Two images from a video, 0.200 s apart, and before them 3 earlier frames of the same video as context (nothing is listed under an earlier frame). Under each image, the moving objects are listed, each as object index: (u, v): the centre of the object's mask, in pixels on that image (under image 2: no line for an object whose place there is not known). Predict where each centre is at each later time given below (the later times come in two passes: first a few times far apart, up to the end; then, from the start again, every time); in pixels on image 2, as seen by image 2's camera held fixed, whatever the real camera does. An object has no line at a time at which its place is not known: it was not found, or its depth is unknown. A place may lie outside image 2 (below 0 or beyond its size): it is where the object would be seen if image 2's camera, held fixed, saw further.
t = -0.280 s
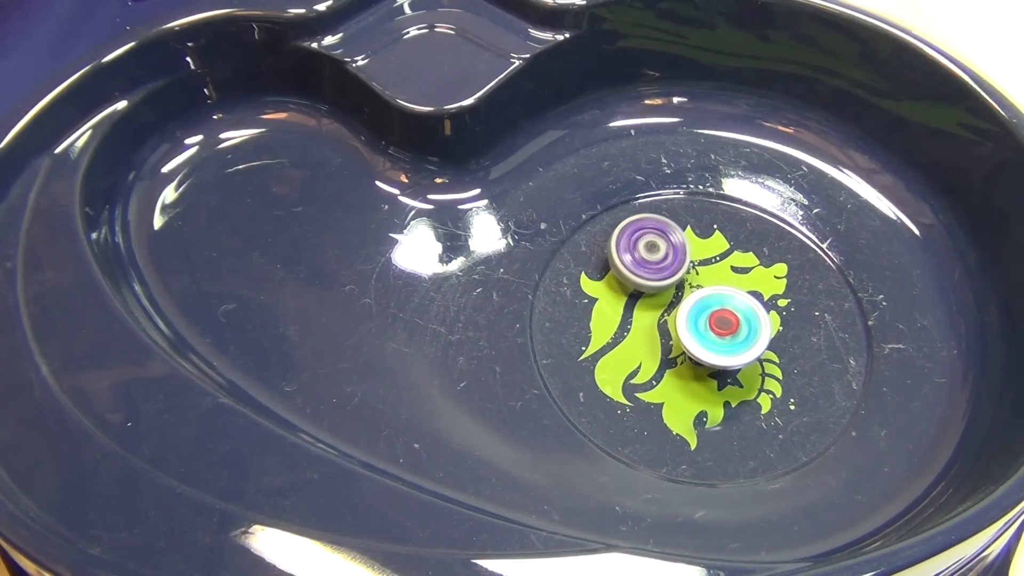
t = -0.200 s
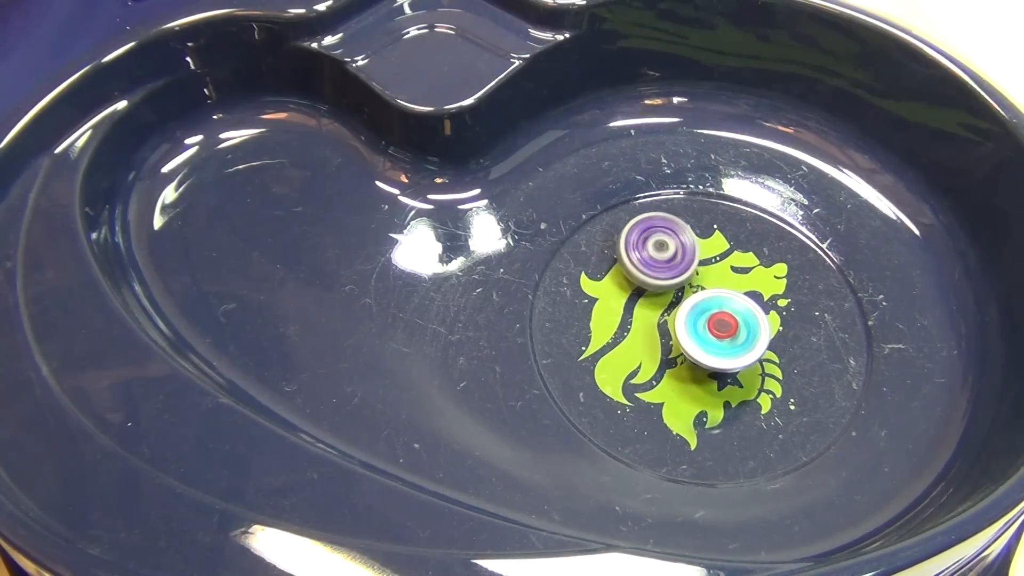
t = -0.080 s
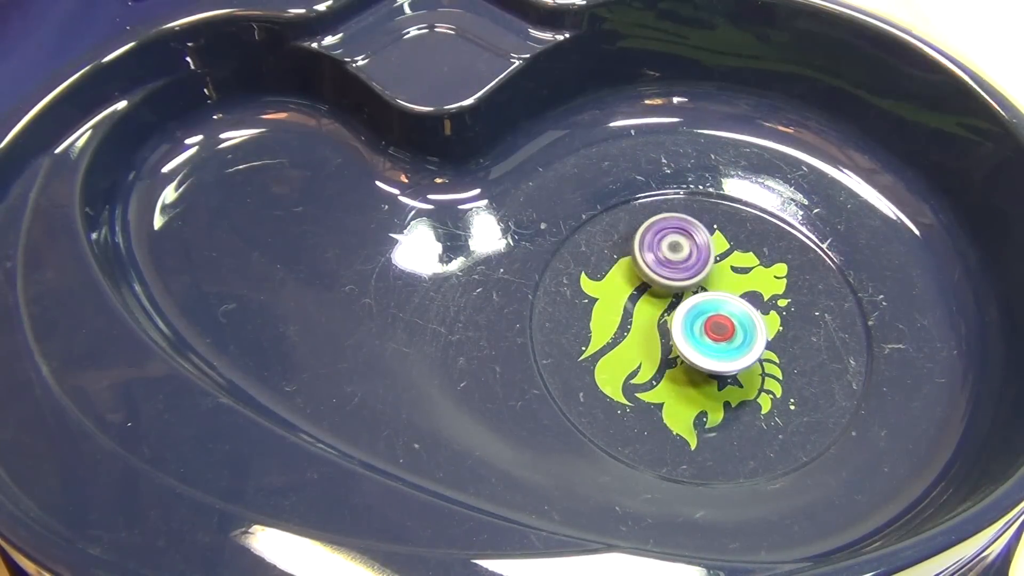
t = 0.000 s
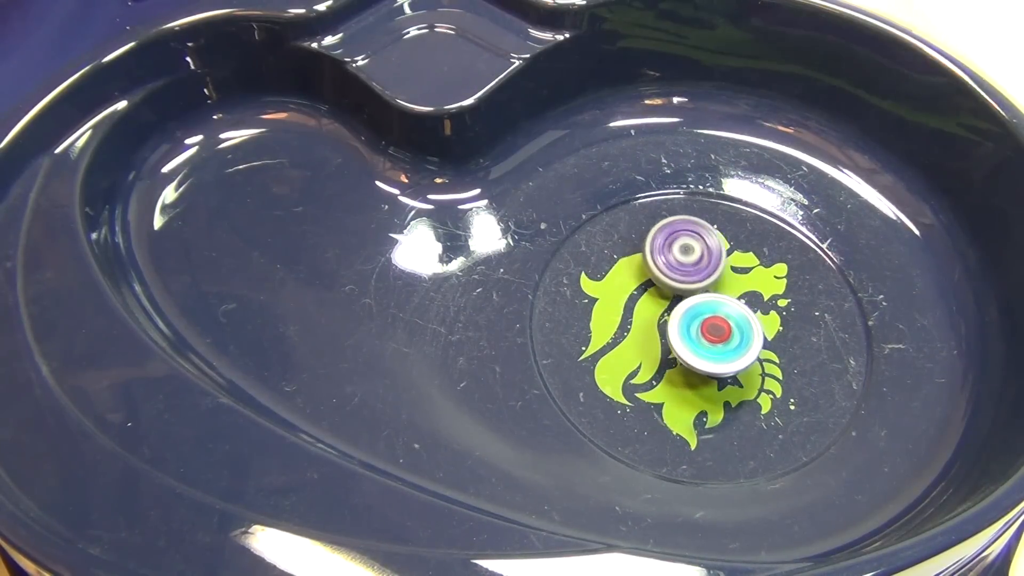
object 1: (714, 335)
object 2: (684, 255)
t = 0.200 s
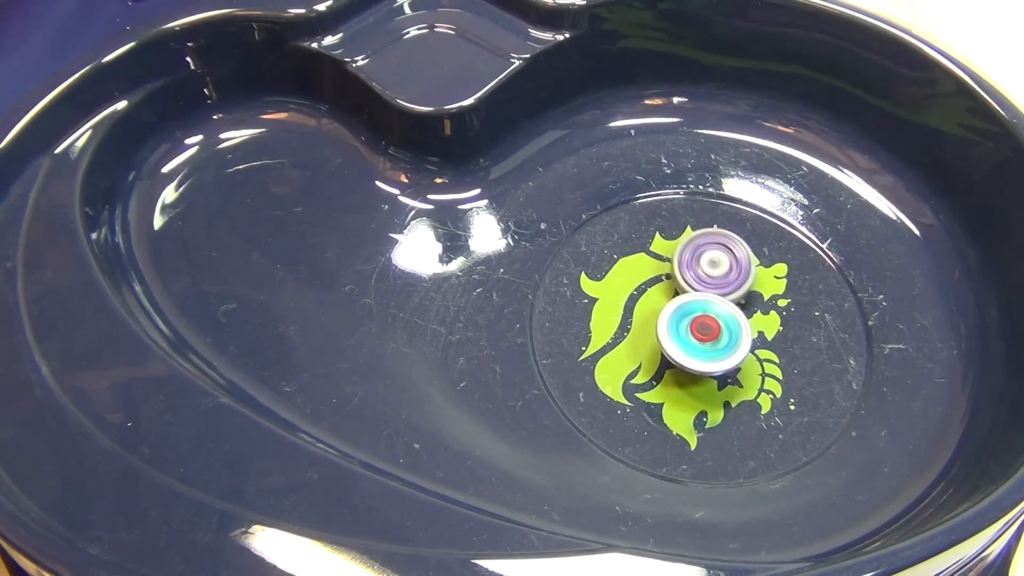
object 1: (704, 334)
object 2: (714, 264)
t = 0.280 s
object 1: (699, 332)
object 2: (727, 271)
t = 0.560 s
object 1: (684, 320)
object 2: (761, 308)
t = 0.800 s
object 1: (675, 308)
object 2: (768, 341)
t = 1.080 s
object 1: (676, 297)
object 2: (760, 369)
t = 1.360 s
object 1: (684, 293)
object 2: (731, 380)
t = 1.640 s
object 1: (700, 297)
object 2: (685, 373)
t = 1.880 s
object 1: (714, 305)
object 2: (647, 350)
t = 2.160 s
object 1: (721, 317)
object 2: (619, 315)
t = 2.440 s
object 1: (718, 327)
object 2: (617, 282)
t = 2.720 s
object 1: (707, 330)
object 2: (637, 264)
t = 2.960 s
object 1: (694, 326)
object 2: (666, 258)
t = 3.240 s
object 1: (687, 319)
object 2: (713, 266)
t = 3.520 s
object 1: (686, 308)
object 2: (755, 305)
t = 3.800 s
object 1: (691, 300)
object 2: (765, 342)
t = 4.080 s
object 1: (700, 299)
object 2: (758, 370)
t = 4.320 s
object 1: (708, 302)
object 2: (738, 379)
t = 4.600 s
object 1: (714, 300)
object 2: (695, 381)
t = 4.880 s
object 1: (707, 300)
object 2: (649, 365)
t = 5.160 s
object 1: (699, 304)
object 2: (617, 332)
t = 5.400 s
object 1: (694, 309)
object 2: (610, 301)
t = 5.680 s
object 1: (691, 312)
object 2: (626, 269)
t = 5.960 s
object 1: (690, 312)
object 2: (666, 251)
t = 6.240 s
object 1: (691, 310)
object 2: (723, 260)
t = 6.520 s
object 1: (694, 308)
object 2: (764, 297)
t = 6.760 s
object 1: (699, 308)
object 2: (776, 331)
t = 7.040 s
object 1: (703, 308)
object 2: (766, 366)
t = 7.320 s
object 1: (707, 311)
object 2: (732, 383)
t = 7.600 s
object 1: (707, 311)
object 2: (680, 376)
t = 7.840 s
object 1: (707, 311)
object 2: (641, 350)
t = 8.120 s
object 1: (702, 310)
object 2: (618, 310)
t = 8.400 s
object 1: (696, 308)
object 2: (623, 273)
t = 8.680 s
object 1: (692, 307)
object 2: (649, 254)
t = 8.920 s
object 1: (692, 307)
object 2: (689, 250)
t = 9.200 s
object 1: (692, 335)
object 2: (738, 266)
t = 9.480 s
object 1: (700, 337)
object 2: (767, 299)
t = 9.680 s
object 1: (699, 332)
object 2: (773, 331)
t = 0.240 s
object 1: (701, 333)
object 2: (720, 267)
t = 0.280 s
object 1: (699, 332)
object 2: (727, 271)
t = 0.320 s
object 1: (697, 331)
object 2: (733, 275)
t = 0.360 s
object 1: (695, 329)
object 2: (739, 279)
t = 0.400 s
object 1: (693, 327)
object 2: (745, 284)
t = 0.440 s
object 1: (691, 326)
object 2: (750, 290)
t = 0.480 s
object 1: (688, 324)
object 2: (755, 297)
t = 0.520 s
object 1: (686, 323)
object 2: (758, 303)
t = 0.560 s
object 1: (684, 320)
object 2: (761, 308)
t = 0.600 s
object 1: (682, 318)
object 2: (763, 314)
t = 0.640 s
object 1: (680, 316)
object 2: (765, 320)
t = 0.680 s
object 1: (679, 314)
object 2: (766, 325)
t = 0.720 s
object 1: (678, 313)
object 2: (767, 331)
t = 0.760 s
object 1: (676, 311)
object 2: (768, 335)
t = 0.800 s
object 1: (675, 308)
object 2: (768, 341)
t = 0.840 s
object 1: (675, 306)
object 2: (768, 346)
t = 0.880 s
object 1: (675, 305)
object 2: (768, 350)
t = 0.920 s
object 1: (674, 302)
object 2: (768, 354)
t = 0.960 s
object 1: (674, 301)
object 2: (766, 359)
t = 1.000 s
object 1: (674, 299)
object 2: (765, 363)
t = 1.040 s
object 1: (675, 298)
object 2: (763, 366)
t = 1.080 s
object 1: (676, 297)
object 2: (760, 369)
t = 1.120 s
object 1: (676, 296)
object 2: (757, 372)
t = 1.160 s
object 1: (677, 295)
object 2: (754, 374)
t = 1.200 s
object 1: (678, 294)
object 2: (750, 376)
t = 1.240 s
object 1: (679, 293)
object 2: (746, 378)
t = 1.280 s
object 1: (681, 293)
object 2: (742, 379)
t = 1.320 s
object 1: (682, 293)
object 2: (736, 380)
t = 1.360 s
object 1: (684, 293)
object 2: (731, 380)
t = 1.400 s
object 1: (686, 293)
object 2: (726, 381)
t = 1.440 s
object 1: (688, 293)
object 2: (719, 381)
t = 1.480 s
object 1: (690, 294)
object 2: (712, 380)
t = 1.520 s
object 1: (693, 294)
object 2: (705, 379)
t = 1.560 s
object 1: (695, 295)
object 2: (698, 378)
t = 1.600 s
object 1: (697, 296)
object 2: (692, 376)
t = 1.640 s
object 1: (700, 297)
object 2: (685, 373)
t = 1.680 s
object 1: (703, 298)
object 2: (678, 370)
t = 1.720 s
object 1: (705, 299)
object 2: (672, 367)
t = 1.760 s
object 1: (707, 301)
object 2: (665, 364)
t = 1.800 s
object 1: (710, 302)
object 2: (658, 360)
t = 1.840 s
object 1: (712, 303)
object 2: (652, 355)
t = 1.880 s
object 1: (714, 305)
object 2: (647, 350)
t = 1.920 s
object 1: (715, 307)
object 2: (642, 346)
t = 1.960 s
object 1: (717, 308)
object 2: (637, 341)
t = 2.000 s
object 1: (718, 310)
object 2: (633, 335)
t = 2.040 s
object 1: (719, 312)
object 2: (628, 330)
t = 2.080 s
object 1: (720, 314)
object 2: (625, 325)
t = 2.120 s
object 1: (721, 315)
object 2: (622, 320)
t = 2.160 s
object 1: (721, 317)
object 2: (619, 315)
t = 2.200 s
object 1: (722, 318)
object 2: (617, 310)
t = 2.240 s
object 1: (722, 320)
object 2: (616, 304)
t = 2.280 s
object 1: (722, 322)
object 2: (615, 300)
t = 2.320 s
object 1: (721, 323)
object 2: (615, 295)
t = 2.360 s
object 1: (720, 324)
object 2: (615, 290)
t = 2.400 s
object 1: (719, 326)
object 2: (615, 286)
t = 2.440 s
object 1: (718, 327)
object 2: (617, 282)
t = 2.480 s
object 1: (716, 328)
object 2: (618, 278)
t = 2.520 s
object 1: (715, 328)
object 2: (620, 275)
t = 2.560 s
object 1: (714, 329)
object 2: (623, 272)
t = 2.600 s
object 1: (713, 330)
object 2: (625, 269)
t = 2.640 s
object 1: (711, 330)
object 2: (629, 267)
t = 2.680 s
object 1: (709, 330)
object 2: (633, 265)
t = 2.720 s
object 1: (707, 330)
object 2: (637, 264)
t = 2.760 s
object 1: (705, 330)
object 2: (641, 262)
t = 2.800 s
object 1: (703, 330)
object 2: (646, 261)
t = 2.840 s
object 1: (700, 329)
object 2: (651, 260)
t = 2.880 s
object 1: (698, 328)
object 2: (655, 260)
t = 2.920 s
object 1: (696, 328)
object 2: (660, 259)
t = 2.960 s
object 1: (694, 326)
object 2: (666, 258)
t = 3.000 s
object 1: (692, 325)
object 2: (672, 257)
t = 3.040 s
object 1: (690, 324)
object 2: (678, 258)
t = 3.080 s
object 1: (690, 323)
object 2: (685, 258)
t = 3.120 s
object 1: (690, 322)
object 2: (692, 259)
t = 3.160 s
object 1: (689, 322)
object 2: (699, 261)
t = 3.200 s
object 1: (688, 320)
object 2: (705, 263)
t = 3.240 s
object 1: (687, 319)
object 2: (713, 266)
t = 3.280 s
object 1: (686, 318)
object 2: (720, 270)
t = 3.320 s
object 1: (686, 316)
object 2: (728, 275)
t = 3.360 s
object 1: (685, 314)
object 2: (734, 279)
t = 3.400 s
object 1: (685, 313)
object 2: (740, 285)
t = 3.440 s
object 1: (685, 311)
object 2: (745, 291)
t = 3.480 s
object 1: (685, 310)
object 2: (751, 299)
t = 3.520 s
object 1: (686, 308)
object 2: (755, 305)
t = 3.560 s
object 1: (686, 307)
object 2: (757, 310)
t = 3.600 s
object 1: (686, 305)
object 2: (759, 316)
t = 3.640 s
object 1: (687, 304)
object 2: (762, 321)
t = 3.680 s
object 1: (688, 303)
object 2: (763, 327)
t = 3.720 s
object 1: (689, 301)
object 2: (764, 332)
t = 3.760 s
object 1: (690, 301)
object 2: (764, 337)
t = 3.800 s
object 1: (691, 300)
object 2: (765, 342)
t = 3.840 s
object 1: (692, 299)
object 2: (765, 346)
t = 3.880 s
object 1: (694, 299)
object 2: (765, 351)
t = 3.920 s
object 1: (695, 298)
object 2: (764, 356)
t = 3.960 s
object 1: (696, 298)
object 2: (764, 360)
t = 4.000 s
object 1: (697, 298)
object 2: (762, 364)
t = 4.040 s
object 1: (699, 299)
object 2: (760, 367)
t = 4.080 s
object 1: (700, 299)
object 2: (758, 370)
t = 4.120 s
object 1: (702, 299)
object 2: (756, 372)
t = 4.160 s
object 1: (703, 300)
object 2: (753, 374)
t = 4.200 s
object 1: (704, 301)
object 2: (750, 376)
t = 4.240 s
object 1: (706, 301)
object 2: (746, 377)
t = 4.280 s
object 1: (707, 302)
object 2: (742, 378)
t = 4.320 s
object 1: (708, 302)
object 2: (738, 379)
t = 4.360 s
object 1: (709, 303)
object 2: (733, 379)
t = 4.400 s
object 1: (710, 304)
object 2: (728, 380)
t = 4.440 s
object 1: (710, 305)
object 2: (722, 379)
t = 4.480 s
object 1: (711, 307)
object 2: (718, 379)
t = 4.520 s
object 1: (711, 308)
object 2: (711, 378)
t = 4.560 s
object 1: (713, 304)
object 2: (703, 380)
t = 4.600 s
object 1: (714, 300)
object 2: (695, 381)
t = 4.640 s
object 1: (714, 298)
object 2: (688, 381)
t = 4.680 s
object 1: (713, 298)
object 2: (680, 379)
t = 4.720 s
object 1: (712, 298)
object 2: (674, 378)
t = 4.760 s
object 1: (711, 299)
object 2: (668, 375)
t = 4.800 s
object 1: (710, 299)
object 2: (662, 373)
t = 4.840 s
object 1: (708, 299)
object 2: (655, 369)
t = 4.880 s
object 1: (707, 300)
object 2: (649, 365)
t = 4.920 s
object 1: (705, 300)
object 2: (644, 361)
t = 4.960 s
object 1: (704, 301)
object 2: (638, 357)
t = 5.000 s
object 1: (703, 301)
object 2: (633, 353)
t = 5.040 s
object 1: (702, 302)
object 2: (629, 349)
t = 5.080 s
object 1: (701, 303)
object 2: (624, 343)
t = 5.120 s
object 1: (700, 303)
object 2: (620, 338)
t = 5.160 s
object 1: (699, 304)
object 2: (617, 332)
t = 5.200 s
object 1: (698, 305)
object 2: (615, 327)
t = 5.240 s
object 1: (697, 306)
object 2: (613, 322)
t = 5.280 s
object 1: (696, 307)
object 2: (611, 317)
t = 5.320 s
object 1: (695, 308)
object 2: (610, 312)
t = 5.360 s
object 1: (695, 309)
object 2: (610, 306)
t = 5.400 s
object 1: (694, 309)
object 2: (610, 301)
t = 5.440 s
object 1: (694, 310)
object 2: (611, 296)
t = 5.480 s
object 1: (693, 310)
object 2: (612, 291)
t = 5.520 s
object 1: (693, 311)
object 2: (613, 286)
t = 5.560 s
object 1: (692, 311)
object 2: (616, 282)
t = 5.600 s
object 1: (692, 312)
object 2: (619, 278)
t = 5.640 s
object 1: (691, 312)
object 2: (623, 273)
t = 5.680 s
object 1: (691, 312)
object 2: (626, 269)
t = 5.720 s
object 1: (691, 313)
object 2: (630, 266)
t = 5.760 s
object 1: (691, 313)
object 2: (635, 263)
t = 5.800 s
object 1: (691, 313)
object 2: (640, 260)
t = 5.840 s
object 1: (691, 313)
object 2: (646, 257)
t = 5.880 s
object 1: (690, 312)
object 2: (652, 255)
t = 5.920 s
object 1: (690, 312)
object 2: (659, 253)
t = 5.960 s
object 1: (690, 312)
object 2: (666, 251)
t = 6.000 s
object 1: (690, 311)
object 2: (673, 250)
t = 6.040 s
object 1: (691, 311)
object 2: (680, 250)
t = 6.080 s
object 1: (691, 311)
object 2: (689, 250)
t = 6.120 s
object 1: (691, 311)
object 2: (698, 251)
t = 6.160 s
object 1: (691, 310)
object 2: (706, 253)
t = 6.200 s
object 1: (691, 310)
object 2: (714, 256)
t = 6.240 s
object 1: (691, 310)
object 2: (723, 260)
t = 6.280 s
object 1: (691, 309)
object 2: (730, 264)
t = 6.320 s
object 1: (691, 309)
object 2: (738, 269)
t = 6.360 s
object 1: (692, 309)
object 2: (743, 273)
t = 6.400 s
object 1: (692, 309)
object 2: (749, 278)
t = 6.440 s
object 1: (693, 309)
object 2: (754, 283)
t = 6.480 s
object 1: (693, 308)
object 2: (759, 291)
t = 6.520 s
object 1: (694, 308)
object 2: (764, 297)
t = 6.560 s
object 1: (695, 308)
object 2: (767, 302)
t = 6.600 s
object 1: (696, 308)
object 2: (770, 308)
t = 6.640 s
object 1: (697, 308)
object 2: (773, 314)
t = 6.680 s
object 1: (698, 308)
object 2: (775, 319)
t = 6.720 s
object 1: (699, 308)
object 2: (776, 325)
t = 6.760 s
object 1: (699, 308)
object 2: (776, 331)
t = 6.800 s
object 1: (700, 308)
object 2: (776, 336)
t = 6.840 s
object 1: (701, 308)
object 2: (776, 342)
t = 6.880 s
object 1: (701, 308)
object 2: (775, 348)
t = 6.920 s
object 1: (702, 308)
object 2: (774, 353)
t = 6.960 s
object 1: (703, 308)
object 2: (772, 357)
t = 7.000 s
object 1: (703, 308)
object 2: (769, 362)
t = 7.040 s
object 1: (703, 308)
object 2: (766, 366)
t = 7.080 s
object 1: (704, 308)
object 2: (762, 370)
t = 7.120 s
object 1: (704, 309)
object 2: (758, 373)
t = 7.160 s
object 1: (705, 309)
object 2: (754, 376)
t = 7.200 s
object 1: (705, 310)
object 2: (750, 378)
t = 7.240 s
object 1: (706, 310)
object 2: (745, 380)
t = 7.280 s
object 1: (706, 310)
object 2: (739, 382)
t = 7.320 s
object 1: (707, 311)
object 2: (732, 383)
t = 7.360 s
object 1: (707, 311)
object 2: (725, 384)
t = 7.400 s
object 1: (707, 311)
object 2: (719, 384)
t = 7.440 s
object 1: (707, 311)
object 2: (711, 384)
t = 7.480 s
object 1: (707, 311)
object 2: (703, 383)
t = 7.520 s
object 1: (707, 311)
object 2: (696, 381)
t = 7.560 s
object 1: (707, 311)
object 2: (688, 379)
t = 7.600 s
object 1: (707, 311)
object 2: (680, 376)
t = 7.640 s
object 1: (707, 311)
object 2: (673, 373)
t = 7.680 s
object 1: (707, 311)
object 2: (666, 370)
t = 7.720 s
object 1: (707, 311)
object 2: (659, 365)
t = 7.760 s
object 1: (707, 311)
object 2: (652, 361)
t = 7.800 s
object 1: (707, 311)
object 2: (647, 355)
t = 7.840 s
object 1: (707, 311)
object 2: (641, 350)
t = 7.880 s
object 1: (707, 312)
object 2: (637, 345)
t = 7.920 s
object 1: (707, 312)
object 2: (633, 340)
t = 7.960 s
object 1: (706, 312)
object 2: (628, 333)
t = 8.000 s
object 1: (705, 311)
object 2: (624, 328)
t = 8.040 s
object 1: (704, 310)
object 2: (622, 322)
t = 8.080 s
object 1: (703, 310)
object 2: (620, 315)
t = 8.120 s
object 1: (702, 310)
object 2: (618, 310)
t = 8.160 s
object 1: (701, 310)
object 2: (617, 304)
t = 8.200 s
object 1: (700, 309)
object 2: (616, 299)
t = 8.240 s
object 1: (698, 309)
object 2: (616, 293)
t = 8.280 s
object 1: (697, 308)
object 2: (617, 287)
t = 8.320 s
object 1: (697, 308)
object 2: (618, 282)
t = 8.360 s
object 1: (696, 308)
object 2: (620, 277)
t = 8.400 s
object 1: (696, 308)
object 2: (623, 273)
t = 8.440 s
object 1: (695, 308)
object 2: (625, 270)
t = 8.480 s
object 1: (695, 308)
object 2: (628, 266)
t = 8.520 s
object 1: (694, 307)
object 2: (631, 263)
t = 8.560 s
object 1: (694, 307)
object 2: (635, 260)
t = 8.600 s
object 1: (693, 307)
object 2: (639, 258)
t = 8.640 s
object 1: (693, 307)
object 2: (644, 255)
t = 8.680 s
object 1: (692, 307)
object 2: (649, 254)
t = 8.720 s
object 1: (692, 307)
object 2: (654, 252)
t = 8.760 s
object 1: (692, 307)
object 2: (661, 250)
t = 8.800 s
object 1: (692, 307)
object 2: (667, 250)
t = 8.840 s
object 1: (692, 307)
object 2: (674, 249)
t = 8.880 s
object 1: (692, 307)
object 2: (681, 250)
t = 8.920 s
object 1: (692, 307)
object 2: (689, 250)
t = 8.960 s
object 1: (691, 312)
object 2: (699, 250)
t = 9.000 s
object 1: (689, 323)
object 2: (707, 252)
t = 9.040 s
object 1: (688, 328)
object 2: (714, 255)
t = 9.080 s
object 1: (688, 331)
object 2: (720, 257)
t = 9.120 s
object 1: (689, 332)
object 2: (726, 260)
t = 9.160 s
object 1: (690, 334)
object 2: (731, 263)
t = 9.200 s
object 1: (692, 335)
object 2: (738, 266)
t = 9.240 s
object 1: (693, 335)
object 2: (743, 270)
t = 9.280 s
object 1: (695, 336)
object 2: (748, 274)
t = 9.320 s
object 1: (696, 337)
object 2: (752, 278)
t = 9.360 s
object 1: (697, 337)
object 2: (756, 282)
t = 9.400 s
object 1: (699, 337)
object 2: (760, 288)
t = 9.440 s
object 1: (699, 337)
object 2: (764, 294)
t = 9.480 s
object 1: (700, 337)
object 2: (767, 299)
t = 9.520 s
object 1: (700, 337)
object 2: (769, 305)
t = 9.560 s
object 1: (700, 336)
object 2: (772, 311)
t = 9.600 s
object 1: (700, 335)
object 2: (773, 318)
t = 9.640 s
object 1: (699, 333)
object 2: (774, 324)
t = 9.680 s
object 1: (699, 332)
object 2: (773, 331)
